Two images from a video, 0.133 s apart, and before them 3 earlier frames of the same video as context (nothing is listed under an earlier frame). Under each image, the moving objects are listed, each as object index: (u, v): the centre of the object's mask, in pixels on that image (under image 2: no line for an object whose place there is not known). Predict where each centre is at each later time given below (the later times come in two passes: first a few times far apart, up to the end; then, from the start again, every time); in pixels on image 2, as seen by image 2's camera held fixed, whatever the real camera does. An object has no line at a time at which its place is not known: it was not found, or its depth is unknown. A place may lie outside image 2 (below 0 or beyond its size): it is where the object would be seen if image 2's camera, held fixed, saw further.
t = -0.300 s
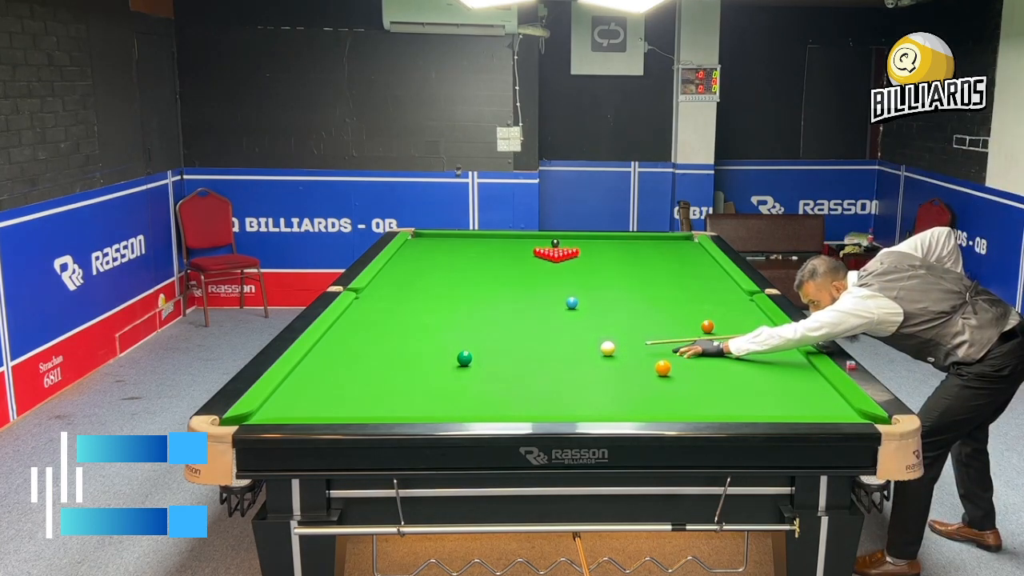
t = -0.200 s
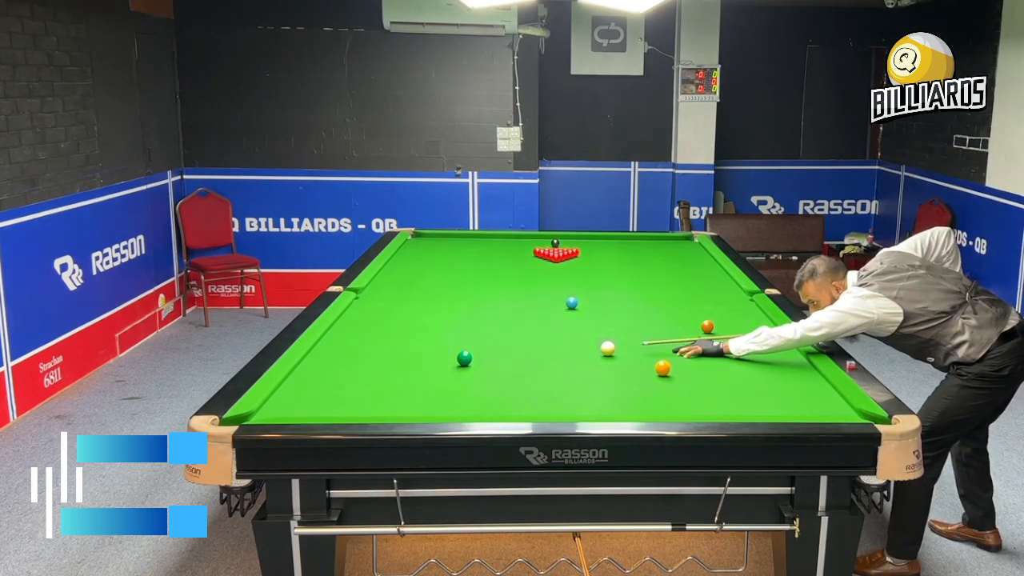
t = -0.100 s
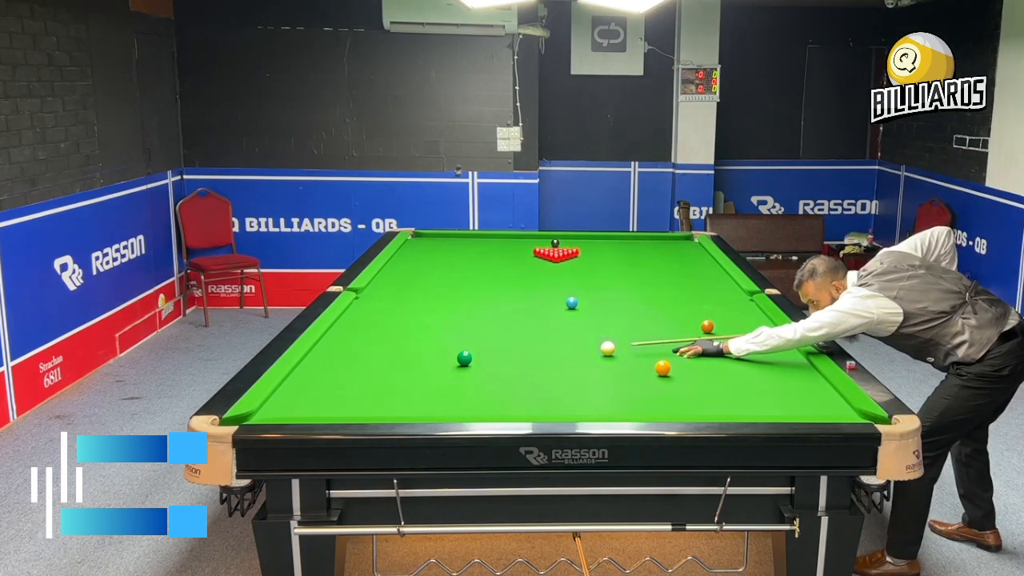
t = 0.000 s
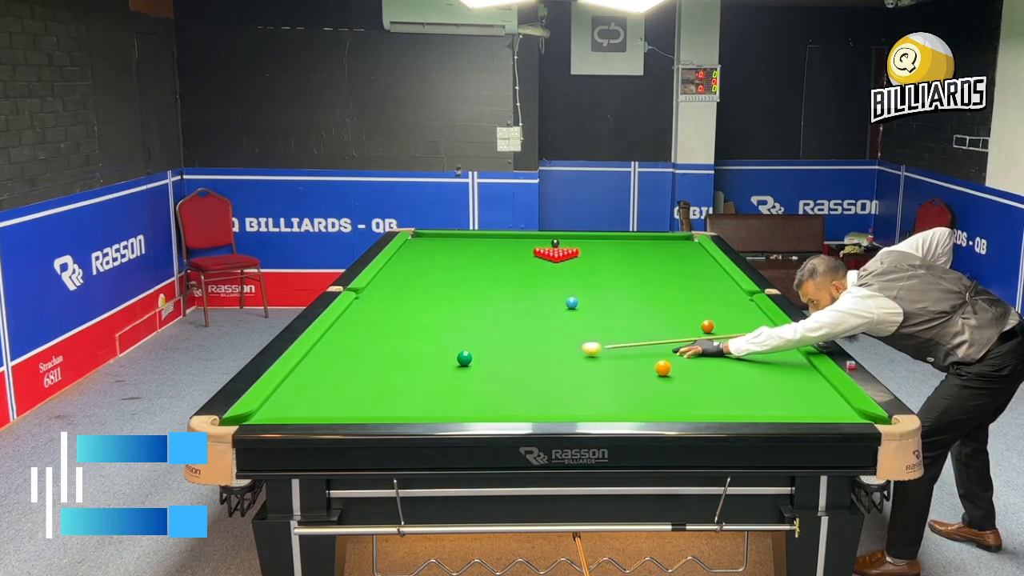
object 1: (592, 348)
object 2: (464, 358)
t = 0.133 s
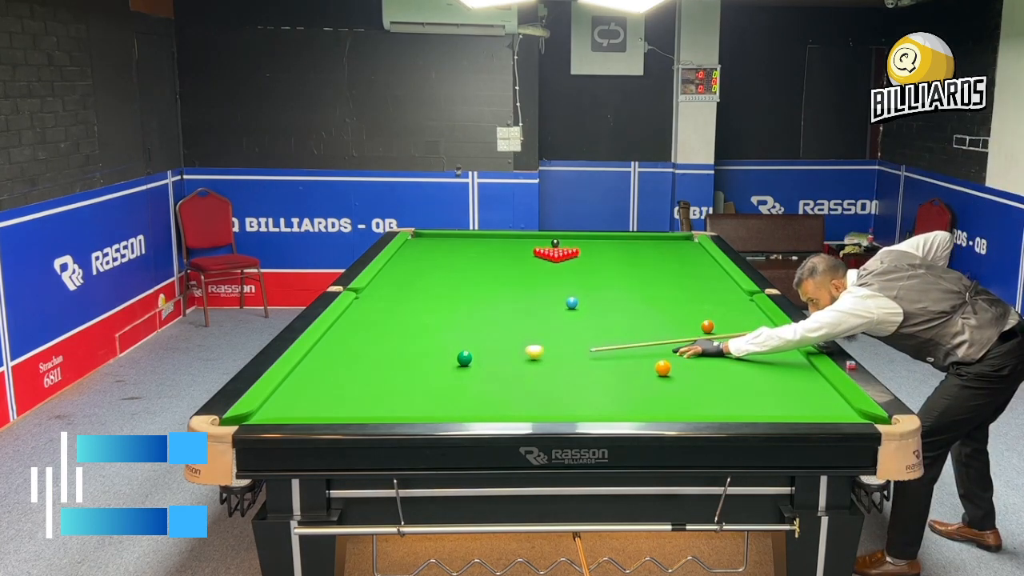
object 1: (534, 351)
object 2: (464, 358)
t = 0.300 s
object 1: (473, 353)
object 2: (460, 359)
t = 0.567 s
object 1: (415, 347)
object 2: (410, 373)
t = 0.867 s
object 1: (351, 341)
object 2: (358, 388)
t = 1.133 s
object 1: (350, 336)
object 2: (309, 402)
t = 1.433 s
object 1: (387, 331)
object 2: (252, 415)
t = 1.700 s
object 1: (417, 328)
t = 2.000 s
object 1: (446, 325)
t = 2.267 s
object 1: (470, 322)
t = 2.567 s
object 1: (494, 320)
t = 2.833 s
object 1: (514, 318)
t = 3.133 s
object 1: (532, 315)
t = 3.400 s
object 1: (547, 314)
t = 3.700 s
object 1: (561, 312)
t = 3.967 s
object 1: (572, 311)
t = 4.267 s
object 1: (583, 310)
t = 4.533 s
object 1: (590, 310)
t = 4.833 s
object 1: (597, 309)
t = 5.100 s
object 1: (601, 308)
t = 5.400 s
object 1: (604, 308)
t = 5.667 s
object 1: (606, 308)
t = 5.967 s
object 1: (606, 308)
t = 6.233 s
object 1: (605, 308)
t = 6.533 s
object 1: (605, 308)
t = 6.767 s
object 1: (605, 308)
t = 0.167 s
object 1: (521, 352)
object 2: (464, 358)
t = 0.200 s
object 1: (508, 352)
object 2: (464, 358)
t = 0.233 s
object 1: (494, 353)
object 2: (464, 358)
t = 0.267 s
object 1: (481, 354)
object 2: (464, 358)
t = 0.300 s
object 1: (473, 353)
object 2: (460, 359)
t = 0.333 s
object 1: (466, 352)
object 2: (453, 361)
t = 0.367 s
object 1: (459, 351)
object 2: (446, 363)
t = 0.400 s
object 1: (452, 350)
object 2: (439, 365)
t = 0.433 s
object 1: (445, 349)
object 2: (433, 367)
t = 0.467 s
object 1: (438, 349)
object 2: (427, 369)
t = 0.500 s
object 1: (430, 348)
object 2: (421, 370)
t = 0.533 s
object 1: (422, 347)
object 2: (416, 372)
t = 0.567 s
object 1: (415, 347)
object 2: (410, 373)
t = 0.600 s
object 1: (408, 346)
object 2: (404, 375)
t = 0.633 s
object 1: (400, 345)
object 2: (398, 376)
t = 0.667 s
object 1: (393, 344)
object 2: (393, 378)
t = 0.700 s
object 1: (386, 344)
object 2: (387, 380)
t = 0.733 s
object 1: (379, 343)
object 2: (381, 381)
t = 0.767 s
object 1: (371, 342)
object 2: (376, 383)
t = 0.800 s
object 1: (364, 342)
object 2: (370, 385)
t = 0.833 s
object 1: (357, 341)
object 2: (364, 386)
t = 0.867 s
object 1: (351, 341)
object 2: (358, 388)
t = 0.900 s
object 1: (344, 340)
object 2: (352, 390)
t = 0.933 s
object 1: (337, 339)
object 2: (346, 391)
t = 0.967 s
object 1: (330, 339)
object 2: (340, 393)
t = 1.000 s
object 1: (328, 338)
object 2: (333, 395)
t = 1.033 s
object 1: (334, 338)
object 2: (327, 397)
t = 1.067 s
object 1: (340, 337)
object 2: (321, 398)
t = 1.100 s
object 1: (346, 336)
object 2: (315, 400)
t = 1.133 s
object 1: (350, 336)
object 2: (309, 402)
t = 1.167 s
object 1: (355, 335)
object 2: (303, 403)
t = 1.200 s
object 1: (359, 335)
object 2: (296, 405)
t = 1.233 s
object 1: (363, 334)
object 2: (290, 407)
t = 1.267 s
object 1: (367, 334)
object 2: (284, 408)
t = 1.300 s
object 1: (371, 333)
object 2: (278, 409)
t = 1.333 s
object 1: (376, 333)
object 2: (271, 410)
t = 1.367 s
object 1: (379, 333)
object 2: (265, 411)
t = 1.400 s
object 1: (383, 332)
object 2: (258, 413)
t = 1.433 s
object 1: (387, 331)
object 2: (252, 415)
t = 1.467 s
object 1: (391, 331)
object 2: (246, 417)
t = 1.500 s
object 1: (395, 331)
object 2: (241, 421)
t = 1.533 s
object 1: (399, 330)
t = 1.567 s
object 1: (402, 330)
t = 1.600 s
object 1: (406, 329)
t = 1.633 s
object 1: (410, 329)
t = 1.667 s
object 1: (413, 329)
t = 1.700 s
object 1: (417, 328)
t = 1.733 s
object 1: (420, 328)
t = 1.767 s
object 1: (424, 328)
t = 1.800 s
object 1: (427, 327)
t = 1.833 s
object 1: (430, 327)
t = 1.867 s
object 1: (434, 327)
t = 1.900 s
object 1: (437, 326)
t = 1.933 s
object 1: (440, 326)
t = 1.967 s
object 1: (443, 325)
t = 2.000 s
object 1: (446, 325)
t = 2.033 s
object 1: (450, 325)
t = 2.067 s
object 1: (453, 324)
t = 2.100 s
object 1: (456, 324)
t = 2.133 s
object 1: (459, 324)
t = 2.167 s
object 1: (462, 323)
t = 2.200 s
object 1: (465, 323)
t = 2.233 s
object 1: (468, 322)
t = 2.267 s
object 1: (470, 322)
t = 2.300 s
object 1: (473, 322)
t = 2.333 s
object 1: (476, 321)
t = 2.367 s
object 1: (479, 321)
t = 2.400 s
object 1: (482, 321)
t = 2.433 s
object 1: (484, 321)
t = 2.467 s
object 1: (487, 320)
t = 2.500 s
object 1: (489, 320)
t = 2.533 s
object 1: (492, 320)
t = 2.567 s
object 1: (494, 320)
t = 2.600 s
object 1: (497, 320)
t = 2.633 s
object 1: (499, 319)
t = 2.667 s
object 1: (502, 319)
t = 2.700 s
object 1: (504, 319)
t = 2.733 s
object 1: (507, 318)
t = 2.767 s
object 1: (509, 318)
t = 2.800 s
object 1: (511, 318)
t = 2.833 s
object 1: (514, 318)
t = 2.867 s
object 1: (516, 317)
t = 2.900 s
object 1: (518, 317)
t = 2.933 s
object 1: (520, 317)
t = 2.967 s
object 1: (522, 317)
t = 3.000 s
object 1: (524, 316)
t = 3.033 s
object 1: (526, 316)
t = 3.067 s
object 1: (528, 316)
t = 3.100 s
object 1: (530, 316)
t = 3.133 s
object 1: (532, 315)
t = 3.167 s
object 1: (534, 315)
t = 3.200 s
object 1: (536, 315)
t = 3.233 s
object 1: (538, 315)
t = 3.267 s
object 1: (540, 315)
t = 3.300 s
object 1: (542, 314)
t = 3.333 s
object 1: (544, 314)
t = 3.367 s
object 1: (545, 314)
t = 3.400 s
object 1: (547, 314)
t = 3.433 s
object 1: (549, 314)
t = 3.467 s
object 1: (550, 314)
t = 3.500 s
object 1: (552, 313)
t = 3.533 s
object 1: (554, 313)
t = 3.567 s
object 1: (555, 313)
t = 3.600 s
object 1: (557, 313)
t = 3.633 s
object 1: (558, 313)
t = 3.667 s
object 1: (560, 313)
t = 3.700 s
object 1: (561, 312)
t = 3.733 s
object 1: (563, 312)
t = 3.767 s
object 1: (564, 312)
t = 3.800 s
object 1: (566, 312)
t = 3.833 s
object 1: (567, 312)
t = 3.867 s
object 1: (568, 312)
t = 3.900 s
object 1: (570, 312)
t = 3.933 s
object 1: (571, 311)
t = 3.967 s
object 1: (572, 311)
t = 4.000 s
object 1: (574, 311)
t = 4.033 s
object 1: (575, 311)
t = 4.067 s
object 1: (576, 311)
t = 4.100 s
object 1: (577, 311)
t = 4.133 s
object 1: (579, 311)
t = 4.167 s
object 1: (580, 310)
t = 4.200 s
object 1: (581, 310)
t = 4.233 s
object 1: (582, 310)
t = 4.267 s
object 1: (583, 310)
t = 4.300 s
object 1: (584, 310)
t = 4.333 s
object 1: (585, 310)
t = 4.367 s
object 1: (586, 310)
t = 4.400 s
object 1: (587, 310)
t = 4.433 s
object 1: (588, 310)
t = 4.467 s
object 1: (589, 310)
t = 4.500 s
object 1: (590, 310)
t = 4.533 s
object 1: (590, 310)
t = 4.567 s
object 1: (591, 309)
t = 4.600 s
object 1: (592, 309)
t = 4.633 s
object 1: (593, 309)
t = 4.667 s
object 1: (594, 309)
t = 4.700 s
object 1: (594, 309)
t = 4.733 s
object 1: (595, 309)
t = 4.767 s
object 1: (596, 309)
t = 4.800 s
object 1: (596, 309)
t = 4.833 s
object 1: (597, 309)
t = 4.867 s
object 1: (598, 309)
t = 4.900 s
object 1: (598, 309)
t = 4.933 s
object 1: (599, 309)
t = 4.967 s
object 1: (599, 308)
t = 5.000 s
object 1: (600, 308)
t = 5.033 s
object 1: (600, 308)
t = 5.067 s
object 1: (601, 308)
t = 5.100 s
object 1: (601, 308)
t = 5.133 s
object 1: (601, 308)
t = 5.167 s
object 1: (602, 308)
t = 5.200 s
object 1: (602, 308)
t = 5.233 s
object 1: (603, 308)
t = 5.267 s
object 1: (603, 308)
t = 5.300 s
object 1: (603, 308)
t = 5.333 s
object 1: (604, 308)
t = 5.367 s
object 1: (604, 308)
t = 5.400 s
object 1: (604, 308)
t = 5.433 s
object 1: (605, 308)
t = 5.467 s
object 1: (605, 308)
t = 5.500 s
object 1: (605, 308)
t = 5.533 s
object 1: (605, 308)
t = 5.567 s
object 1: (605, 308)
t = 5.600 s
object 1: (605, 308)
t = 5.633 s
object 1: (606, 308)
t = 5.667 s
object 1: (606, 308)
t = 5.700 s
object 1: (606, 308)
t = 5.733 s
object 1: (606, 308)
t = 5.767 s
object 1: (606, 308)
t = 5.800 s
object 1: (606, 308)
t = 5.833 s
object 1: (606, 308)
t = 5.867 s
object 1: (606, 308)
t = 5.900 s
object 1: (606, 308)
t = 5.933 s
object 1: (606, 308)
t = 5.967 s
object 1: (606, 308)
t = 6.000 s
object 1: (606, 308)
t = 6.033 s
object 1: (606, 308)
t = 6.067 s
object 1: (606, 308)
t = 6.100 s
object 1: (606, 308)
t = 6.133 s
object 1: (606, 308)
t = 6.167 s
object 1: (606, 308)
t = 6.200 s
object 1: (605, 308)
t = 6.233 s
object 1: (605, 308)
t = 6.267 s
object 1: (605, 308)
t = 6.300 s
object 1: (605, 308)
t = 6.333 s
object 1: (605, 308)
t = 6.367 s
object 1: (605, 308)
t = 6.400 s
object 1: (605, 308)
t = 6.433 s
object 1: (605, 308)
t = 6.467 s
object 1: (605, 308)
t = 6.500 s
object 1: (605, 308)
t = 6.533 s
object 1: (605, 308)
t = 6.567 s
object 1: (605, 308)
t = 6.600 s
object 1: (605, 308)
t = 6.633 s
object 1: (605, 308)
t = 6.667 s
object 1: (605, 308)
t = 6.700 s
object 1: (605, 308)
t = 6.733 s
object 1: (605, 308)
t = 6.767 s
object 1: (605, 308)
